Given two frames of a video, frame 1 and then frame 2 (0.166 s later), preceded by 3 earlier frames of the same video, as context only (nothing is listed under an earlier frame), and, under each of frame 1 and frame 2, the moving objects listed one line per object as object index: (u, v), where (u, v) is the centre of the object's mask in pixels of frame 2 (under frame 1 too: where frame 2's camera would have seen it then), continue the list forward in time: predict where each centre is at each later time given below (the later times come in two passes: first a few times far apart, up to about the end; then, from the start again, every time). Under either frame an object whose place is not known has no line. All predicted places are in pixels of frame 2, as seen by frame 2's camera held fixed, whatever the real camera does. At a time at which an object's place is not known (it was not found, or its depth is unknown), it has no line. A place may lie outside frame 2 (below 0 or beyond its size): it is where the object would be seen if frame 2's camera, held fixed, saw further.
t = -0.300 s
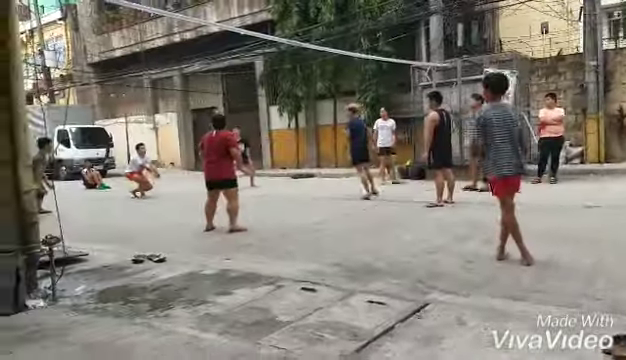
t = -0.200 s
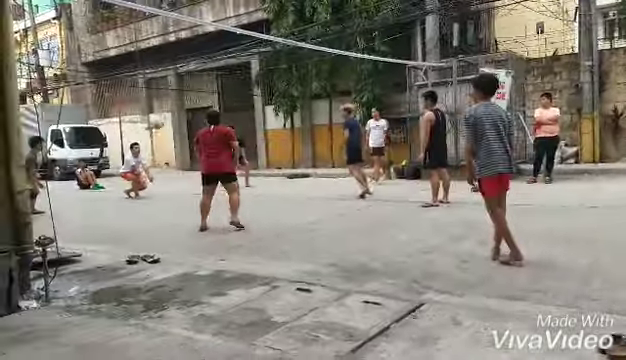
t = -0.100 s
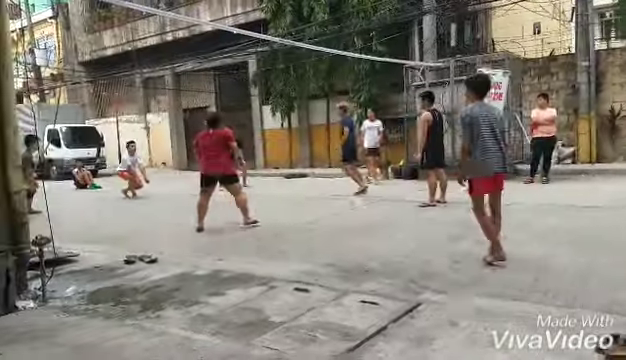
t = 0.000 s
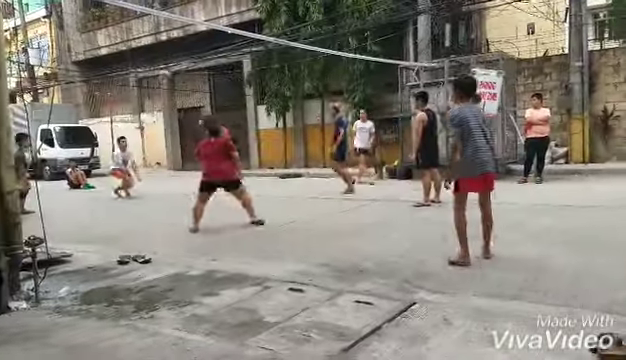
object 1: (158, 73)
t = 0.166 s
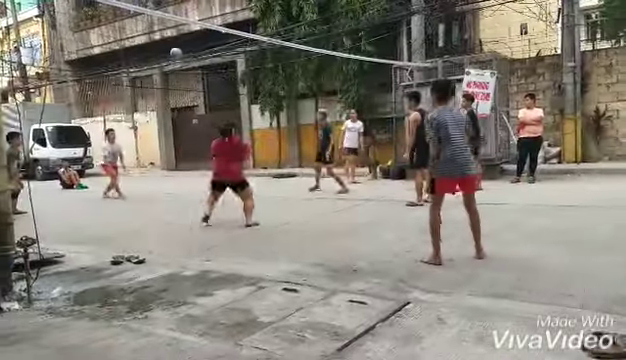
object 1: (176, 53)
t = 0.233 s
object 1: (186, 50)
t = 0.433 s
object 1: (209, 63)
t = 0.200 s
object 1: (182, 50)
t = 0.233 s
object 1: (186, 50)
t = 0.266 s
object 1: (189, 50)
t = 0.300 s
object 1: (193, 50)
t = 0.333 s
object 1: (200, 52)
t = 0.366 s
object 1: (202, 53)
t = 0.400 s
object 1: (205, 55)
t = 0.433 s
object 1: (209, 63)
